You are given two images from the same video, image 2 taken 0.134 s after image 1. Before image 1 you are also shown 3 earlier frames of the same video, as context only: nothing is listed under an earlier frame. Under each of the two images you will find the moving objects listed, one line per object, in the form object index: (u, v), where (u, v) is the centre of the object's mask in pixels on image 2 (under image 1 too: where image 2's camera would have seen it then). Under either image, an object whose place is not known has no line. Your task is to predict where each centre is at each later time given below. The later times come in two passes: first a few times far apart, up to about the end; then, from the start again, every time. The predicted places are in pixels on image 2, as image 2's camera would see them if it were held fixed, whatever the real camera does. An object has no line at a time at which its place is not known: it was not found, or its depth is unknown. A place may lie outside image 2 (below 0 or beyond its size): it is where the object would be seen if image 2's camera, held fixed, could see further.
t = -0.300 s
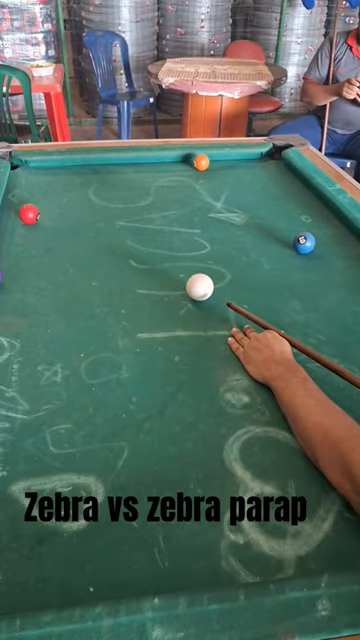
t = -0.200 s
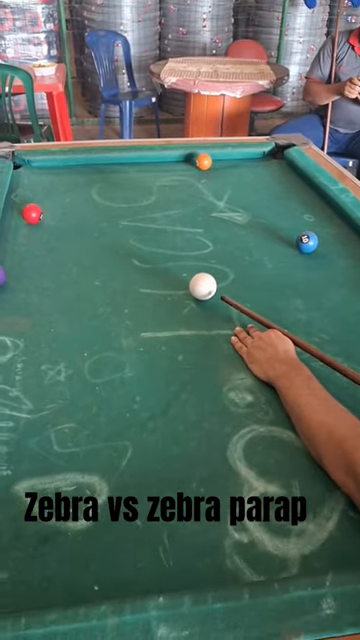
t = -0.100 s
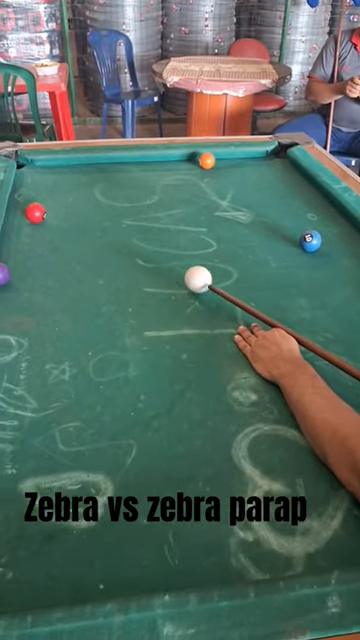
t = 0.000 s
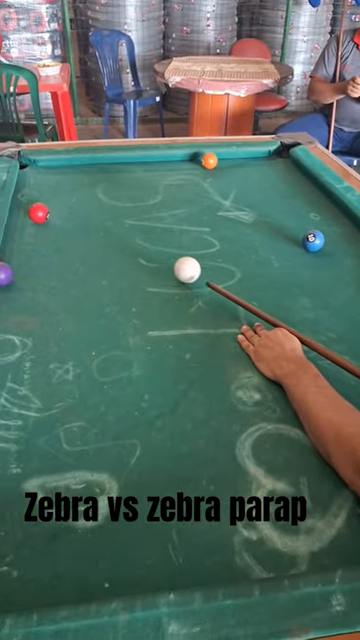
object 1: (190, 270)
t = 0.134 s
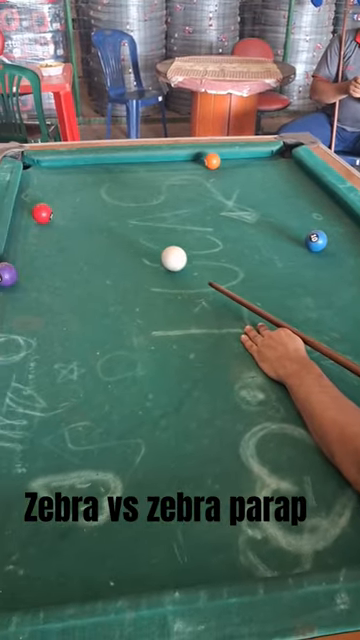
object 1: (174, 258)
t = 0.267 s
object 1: (159, 248)
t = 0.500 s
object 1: (136, 232)
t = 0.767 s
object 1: (114, 218)
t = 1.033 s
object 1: (96, 206)
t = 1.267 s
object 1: (83, 197)
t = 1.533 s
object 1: (71, 189)
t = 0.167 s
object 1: (170, 256)
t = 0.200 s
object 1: (166, 253)
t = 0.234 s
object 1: (162, 251)
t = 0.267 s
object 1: (159, 248)
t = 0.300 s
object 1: (155, 246)
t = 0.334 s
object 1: (152, 243)
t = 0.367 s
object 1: (149, 241)
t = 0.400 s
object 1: (145, 239)
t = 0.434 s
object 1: (142, 237)
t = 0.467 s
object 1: (139, 234)
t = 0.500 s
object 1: (136, 232)
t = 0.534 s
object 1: (133, 230)
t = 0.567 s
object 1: (130, 229)
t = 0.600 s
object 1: (127, 226)
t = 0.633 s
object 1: (124, 224)
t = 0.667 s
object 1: (122, 223)
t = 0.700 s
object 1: (119, 221)
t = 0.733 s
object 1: (117, 219)
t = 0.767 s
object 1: (114, 218)
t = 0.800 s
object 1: (112, 216)
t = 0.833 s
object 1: (109, 214)
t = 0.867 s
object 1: (107, 213)
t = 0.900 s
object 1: (104, 211)
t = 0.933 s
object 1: (102, 210)
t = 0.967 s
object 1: (100, 208)
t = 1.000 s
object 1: (98, 207)
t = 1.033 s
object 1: (96, 206)
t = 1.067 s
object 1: (94, 204)
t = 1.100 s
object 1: (92, 203)
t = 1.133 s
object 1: (90, 202)
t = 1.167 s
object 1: (88, 201)
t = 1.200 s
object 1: (86, 199)
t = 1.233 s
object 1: (85, 198)
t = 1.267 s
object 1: (83, 197)
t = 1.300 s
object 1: (81, 196)
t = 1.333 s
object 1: (80, 195)
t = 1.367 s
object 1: (78, 194)
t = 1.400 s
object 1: (76, 193)
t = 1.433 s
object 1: (75, 192)
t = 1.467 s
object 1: (74, 191)
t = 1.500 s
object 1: (72, 190)
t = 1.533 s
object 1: (71, 189)
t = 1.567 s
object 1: (69, 188)
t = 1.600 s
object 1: (68, 187)
